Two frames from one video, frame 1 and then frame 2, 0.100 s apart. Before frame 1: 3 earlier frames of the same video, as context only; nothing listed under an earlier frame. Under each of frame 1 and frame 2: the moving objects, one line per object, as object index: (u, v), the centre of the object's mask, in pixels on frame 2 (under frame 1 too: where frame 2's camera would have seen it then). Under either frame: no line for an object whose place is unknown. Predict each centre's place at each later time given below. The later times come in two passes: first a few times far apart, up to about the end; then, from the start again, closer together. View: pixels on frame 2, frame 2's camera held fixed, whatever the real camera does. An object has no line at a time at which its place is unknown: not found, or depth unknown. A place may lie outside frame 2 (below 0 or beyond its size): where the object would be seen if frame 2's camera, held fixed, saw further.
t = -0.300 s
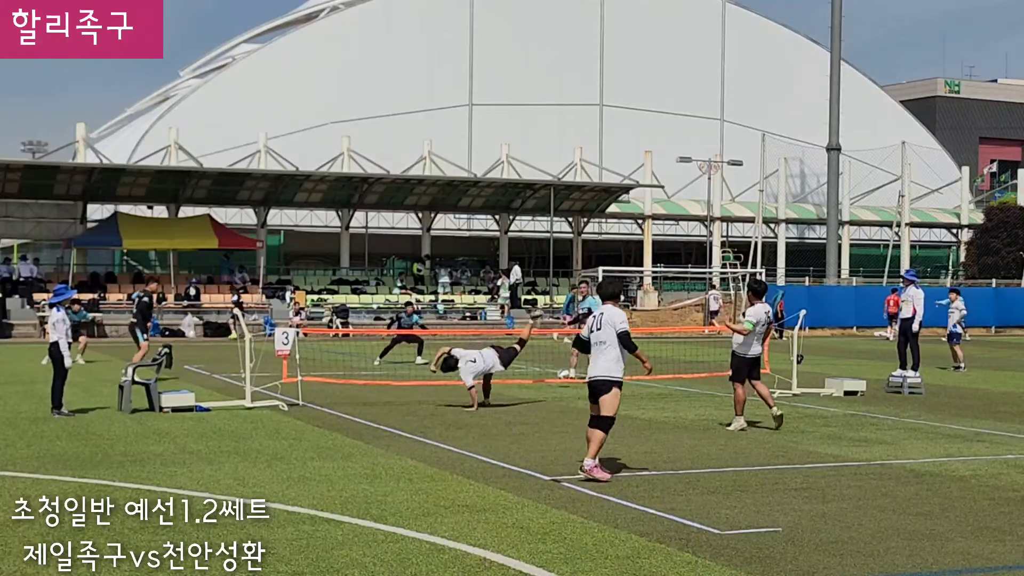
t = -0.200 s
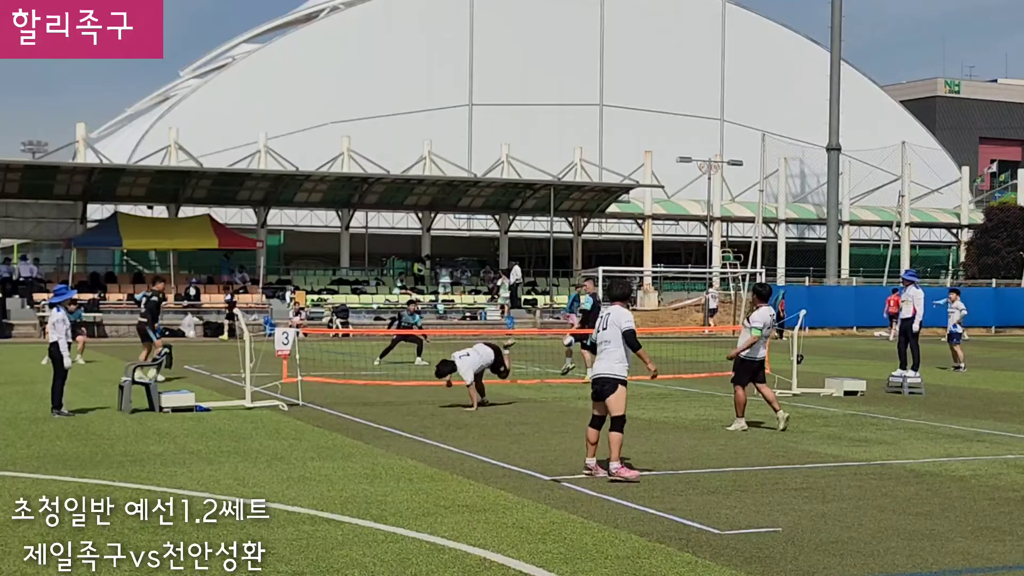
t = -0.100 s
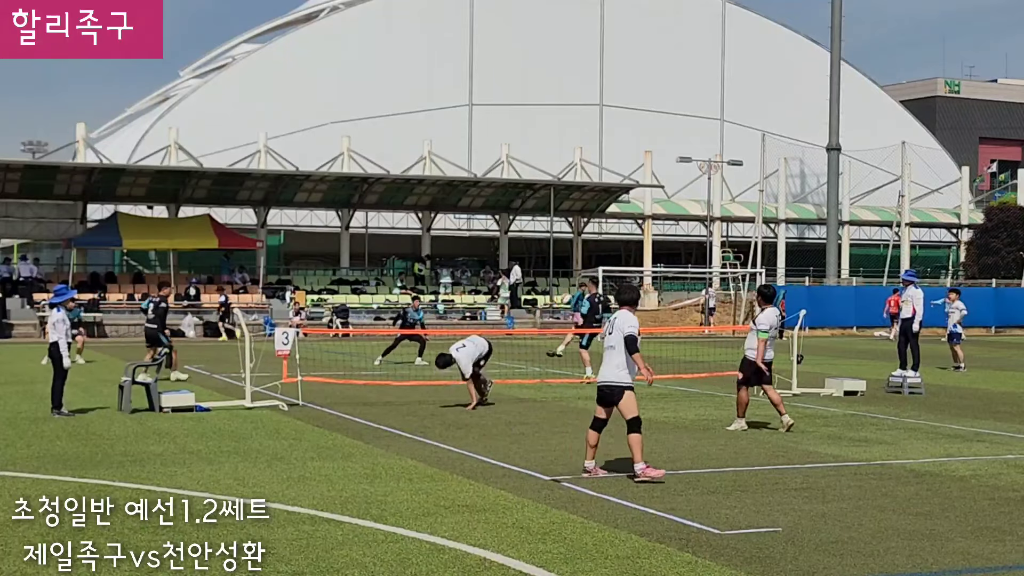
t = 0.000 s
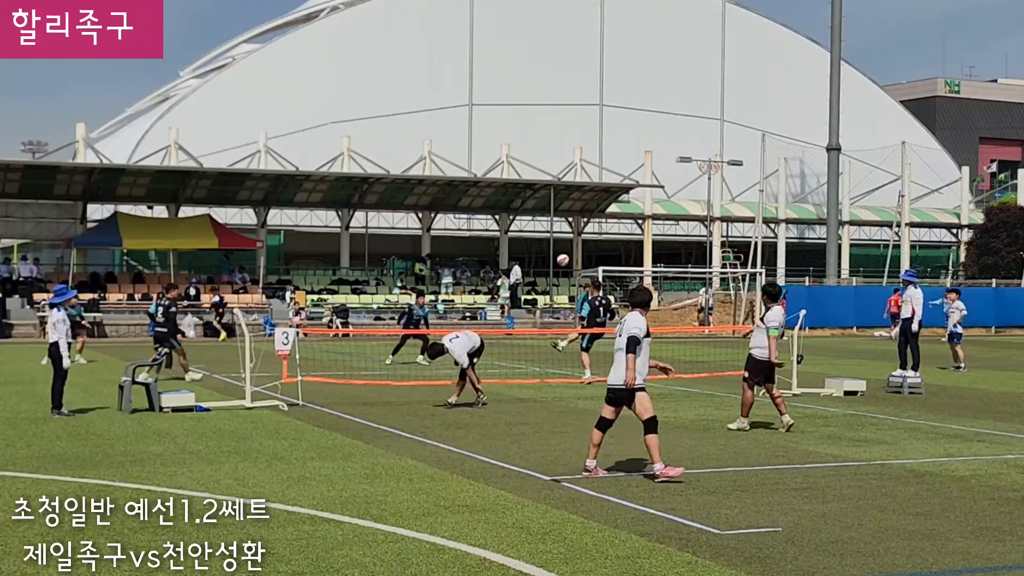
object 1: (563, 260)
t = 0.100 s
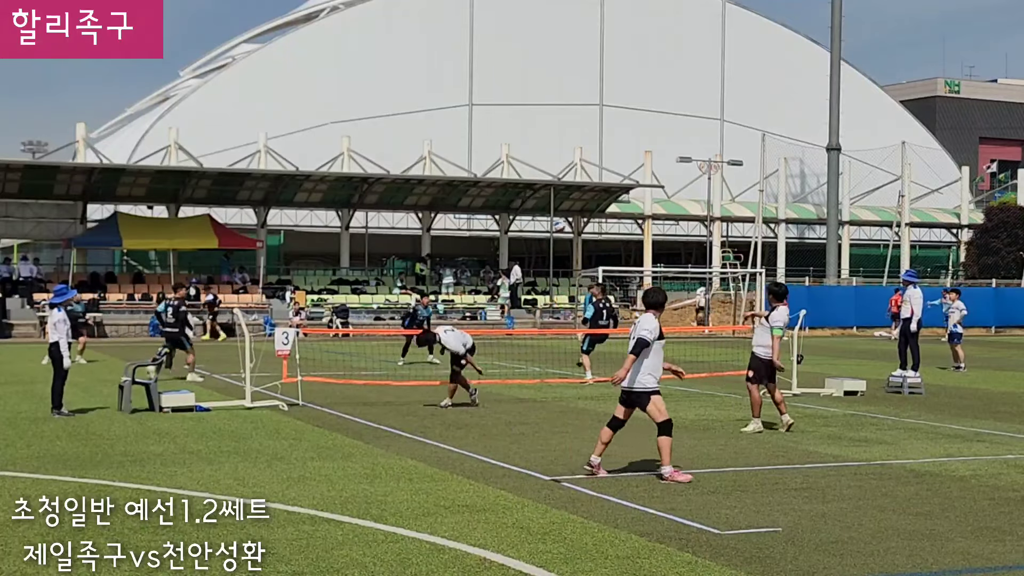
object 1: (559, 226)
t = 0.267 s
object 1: (554, 181)
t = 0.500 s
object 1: (545, 147)
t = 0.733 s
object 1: (536, 144)
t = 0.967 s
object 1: (526, 175)
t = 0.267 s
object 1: (554, 181)
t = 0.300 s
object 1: (552, 175)
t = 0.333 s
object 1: (551, 169)
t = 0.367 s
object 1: (550, 163)
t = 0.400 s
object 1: (549, 158)
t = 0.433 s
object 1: (548, 154)
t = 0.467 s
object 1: (547, 151)
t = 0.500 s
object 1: (545, 147)
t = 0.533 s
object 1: (544, 144)
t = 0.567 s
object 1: (542, 142)
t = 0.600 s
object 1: (541, 142)
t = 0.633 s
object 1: (540, 142)
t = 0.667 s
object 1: (539, 142)
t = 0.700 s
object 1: (538, 143)
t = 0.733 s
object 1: (536, 144)
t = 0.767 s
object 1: (534, 146)
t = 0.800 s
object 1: (533, 149)
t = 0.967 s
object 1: (526, 175)
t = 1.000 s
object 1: (524, 183)
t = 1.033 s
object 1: (523, 191)
